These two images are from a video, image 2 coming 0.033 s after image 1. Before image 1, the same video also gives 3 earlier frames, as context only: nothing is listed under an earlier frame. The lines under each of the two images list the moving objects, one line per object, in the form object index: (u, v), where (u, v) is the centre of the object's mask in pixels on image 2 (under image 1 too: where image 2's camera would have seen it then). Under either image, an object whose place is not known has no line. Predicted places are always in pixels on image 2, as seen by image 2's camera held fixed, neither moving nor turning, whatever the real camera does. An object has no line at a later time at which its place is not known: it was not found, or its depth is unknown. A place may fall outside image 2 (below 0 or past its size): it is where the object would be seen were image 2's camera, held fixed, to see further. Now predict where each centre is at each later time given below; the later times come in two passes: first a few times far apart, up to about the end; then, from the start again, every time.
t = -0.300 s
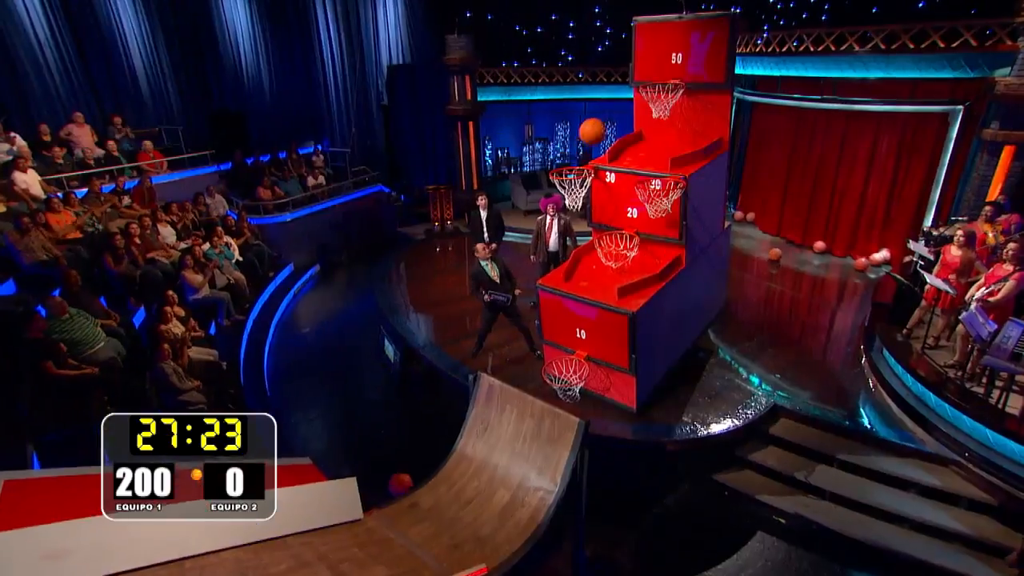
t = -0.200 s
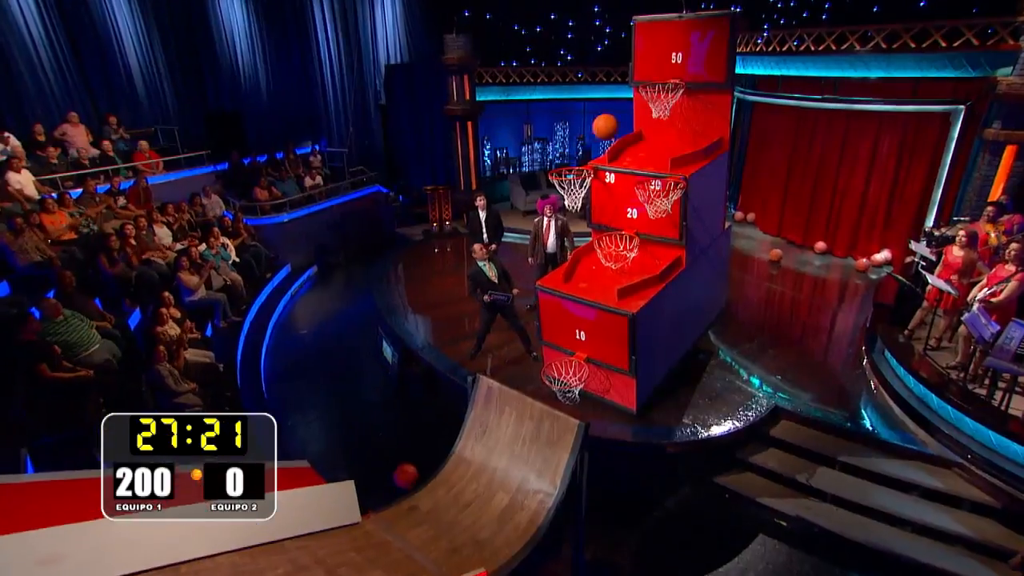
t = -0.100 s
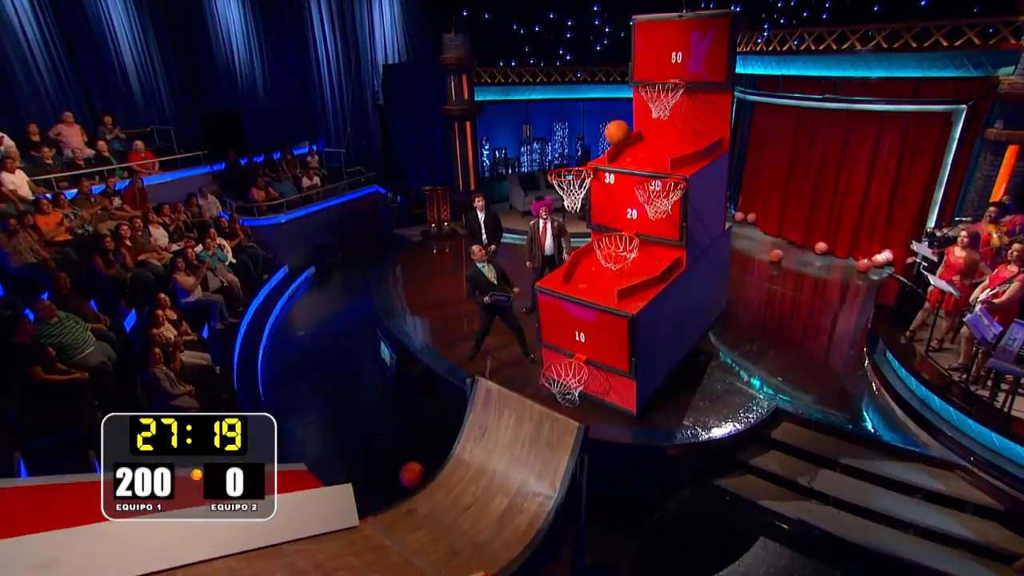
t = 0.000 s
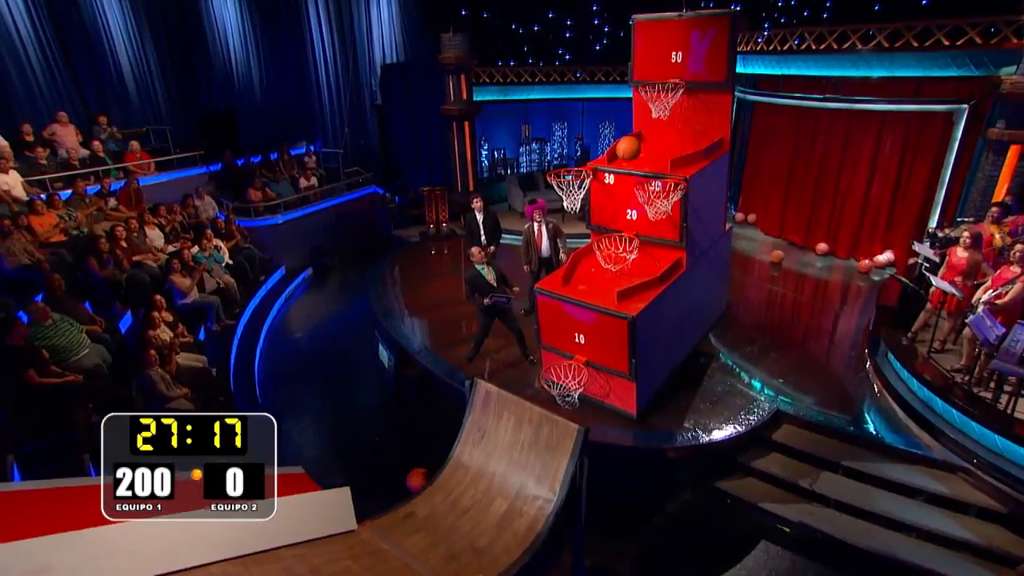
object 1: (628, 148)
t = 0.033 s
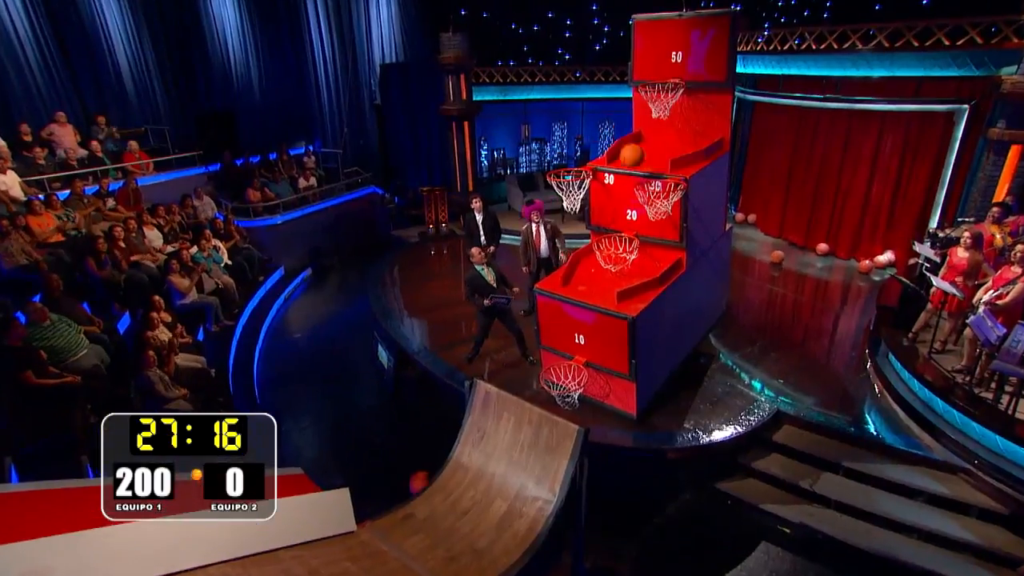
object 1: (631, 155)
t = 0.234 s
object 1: (631, 209)
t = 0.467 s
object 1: (608, 242)
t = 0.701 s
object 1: (635, 259)
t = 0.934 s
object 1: (642, 267)
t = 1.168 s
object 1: (649, 269)
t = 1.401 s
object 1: (643, 271)
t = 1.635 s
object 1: (636, 274)
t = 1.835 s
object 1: (628, 278)
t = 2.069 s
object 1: (617, 283)
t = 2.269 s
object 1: (605, 289)
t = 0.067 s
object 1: (635, 164)
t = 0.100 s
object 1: (637, 172)
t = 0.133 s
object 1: (637, 178)
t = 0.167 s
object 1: (632, 188)
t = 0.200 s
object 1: (631, 200)
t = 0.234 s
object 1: (631, 209)
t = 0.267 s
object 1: (630, 221)
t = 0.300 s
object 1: (628, 233)
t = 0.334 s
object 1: (624, 239)
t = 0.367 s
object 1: (619, 238)
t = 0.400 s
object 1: (615, 239)
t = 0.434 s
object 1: (610, 240)
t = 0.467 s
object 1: (608, 242)
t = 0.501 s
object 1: (612, 245)
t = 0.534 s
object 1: (616, 248)
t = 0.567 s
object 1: (619, 257)
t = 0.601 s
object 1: (623, 269)
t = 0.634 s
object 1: (624, 263)
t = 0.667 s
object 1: (630, 261)
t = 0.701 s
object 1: (635, 259)
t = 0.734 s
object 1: (636, 265)
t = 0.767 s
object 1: (637, 266)
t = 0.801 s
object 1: (637, 265)
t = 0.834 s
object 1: (639, 268)
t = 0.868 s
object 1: (640, 267)
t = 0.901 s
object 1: (642, 267)
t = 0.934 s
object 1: (642, 267)
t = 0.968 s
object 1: (644, 268)
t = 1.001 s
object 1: (645, 267)
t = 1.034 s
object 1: (646, 267)
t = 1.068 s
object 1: (647, 269)
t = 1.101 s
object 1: (648, 268)
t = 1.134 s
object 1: (648, 269)
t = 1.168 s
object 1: (649, 269)
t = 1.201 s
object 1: (648, 269)
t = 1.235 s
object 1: (647, 270)
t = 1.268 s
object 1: (647, 270)
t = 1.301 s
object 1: (646, 270)
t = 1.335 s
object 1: (645, 270)
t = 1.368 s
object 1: (644, 271)
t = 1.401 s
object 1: (643, 271)
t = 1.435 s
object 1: (643, 272)
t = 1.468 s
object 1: (642, 272)
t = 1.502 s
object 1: (641, 272)
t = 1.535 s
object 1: (640, 272)
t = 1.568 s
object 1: (639, 273)
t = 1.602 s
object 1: (638, 274)
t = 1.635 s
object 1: (636, 274)
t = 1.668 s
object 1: (635, 275)
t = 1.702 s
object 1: (634, 276)
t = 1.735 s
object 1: (633, 276)
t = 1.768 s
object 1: (631, 277)
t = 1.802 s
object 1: (629, 278)
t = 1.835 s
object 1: (628, 278)
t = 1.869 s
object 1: (627, 278)
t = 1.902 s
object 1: (625, 279)
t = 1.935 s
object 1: (624, 280)
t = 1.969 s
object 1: (622, 280)
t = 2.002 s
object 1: (620, 281)
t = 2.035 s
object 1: (618, 282)
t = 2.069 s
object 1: (617, 283)
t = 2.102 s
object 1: (614, 284)
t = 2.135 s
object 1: (613, 284)
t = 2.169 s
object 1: (611, 285)
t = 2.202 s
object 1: (609, 287)
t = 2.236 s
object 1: (607, 288)
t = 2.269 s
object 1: (605, 289)
